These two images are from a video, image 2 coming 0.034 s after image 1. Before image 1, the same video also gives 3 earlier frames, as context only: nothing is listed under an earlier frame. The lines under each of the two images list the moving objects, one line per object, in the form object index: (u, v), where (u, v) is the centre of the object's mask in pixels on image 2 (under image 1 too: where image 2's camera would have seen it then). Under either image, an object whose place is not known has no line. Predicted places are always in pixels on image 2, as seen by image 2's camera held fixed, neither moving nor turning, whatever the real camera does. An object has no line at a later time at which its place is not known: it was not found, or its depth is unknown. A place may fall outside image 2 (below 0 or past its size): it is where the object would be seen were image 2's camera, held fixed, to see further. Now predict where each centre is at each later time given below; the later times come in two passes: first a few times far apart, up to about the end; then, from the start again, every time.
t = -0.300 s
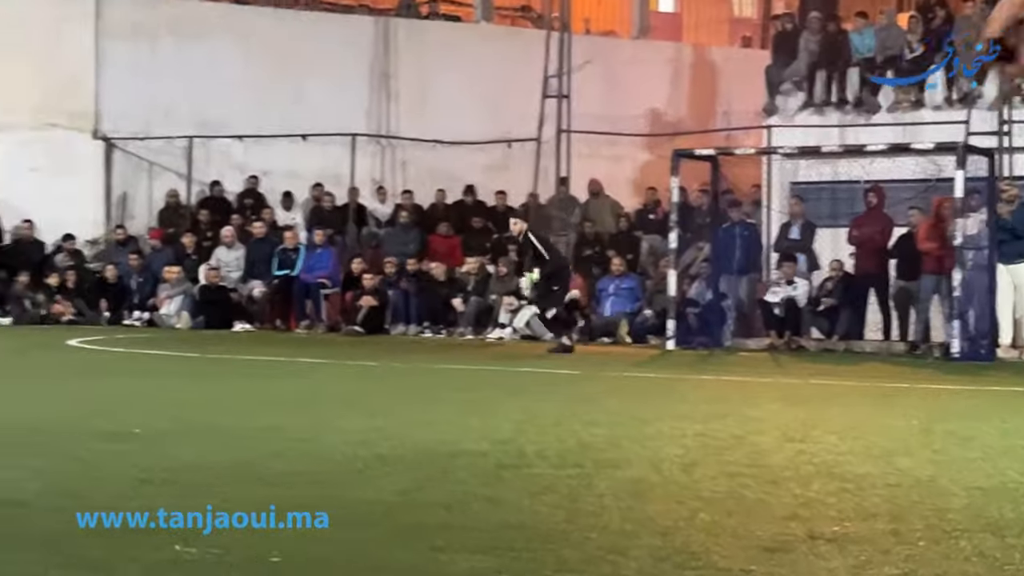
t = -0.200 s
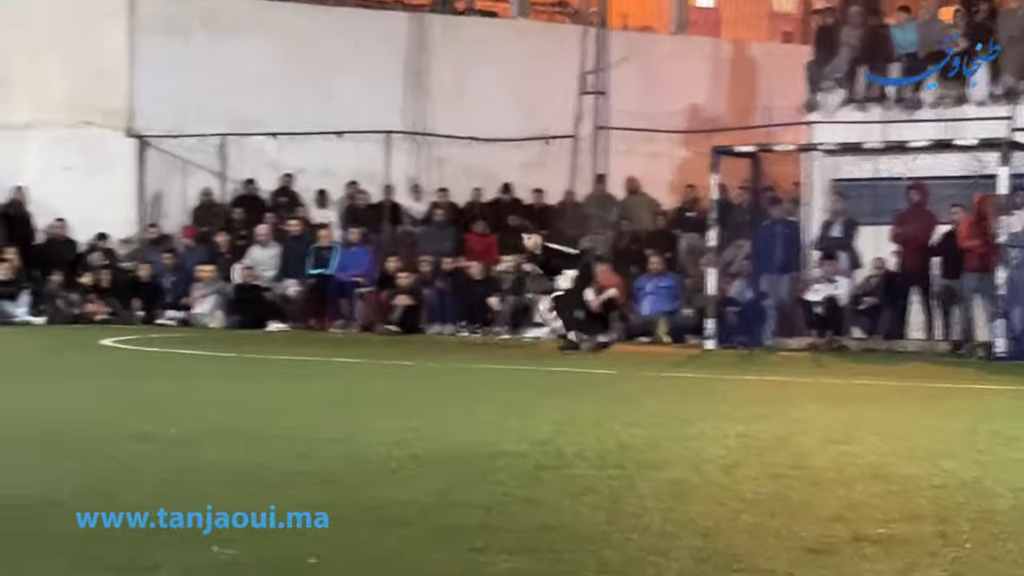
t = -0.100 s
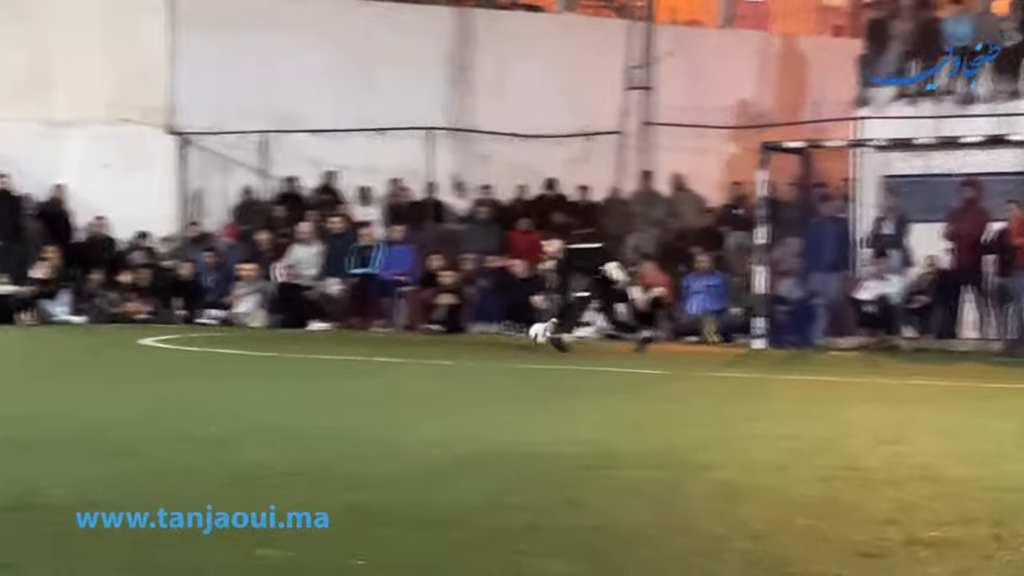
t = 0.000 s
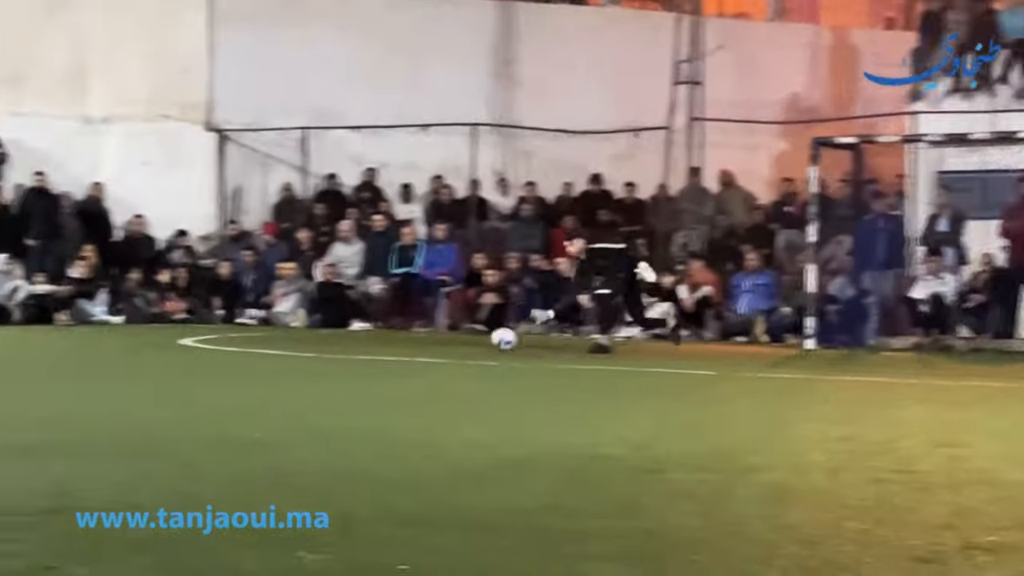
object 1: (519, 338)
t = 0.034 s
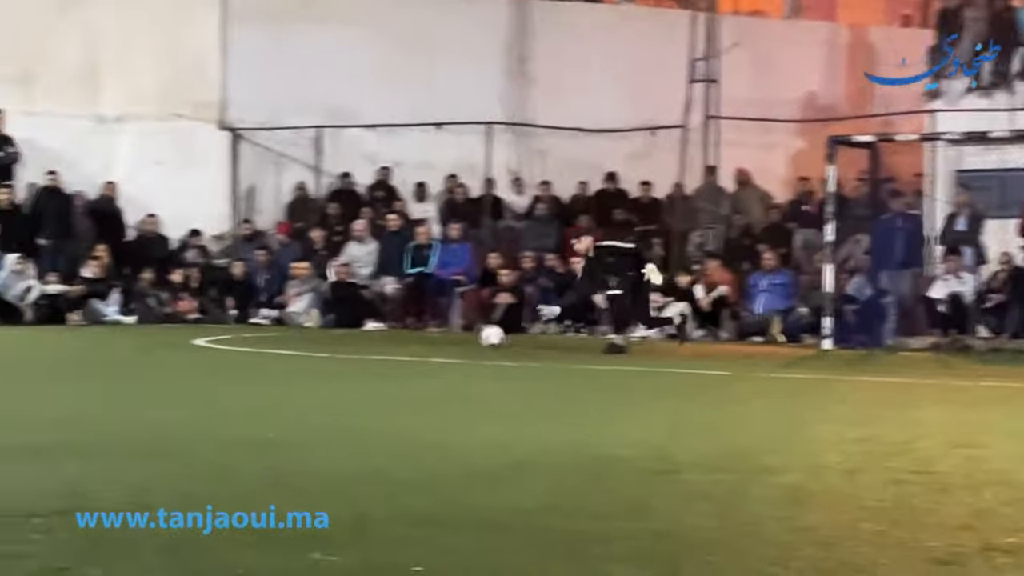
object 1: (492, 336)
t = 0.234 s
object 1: (340, 337)
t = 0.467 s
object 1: (185, 343)
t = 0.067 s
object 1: (468, 336)
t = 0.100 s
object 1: (441, 336)
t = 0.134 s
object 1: (413, 338)
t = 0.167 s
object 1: (390, 341)
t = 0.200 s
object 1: (365, 337)
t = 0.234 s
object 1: (340, 337)
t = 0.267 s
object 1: (318, 337)
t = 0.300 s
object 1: (293, 340)
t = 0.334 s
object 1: (268, 340)
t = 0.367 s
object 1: (248, 339)
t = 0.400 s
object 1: (228, 340)
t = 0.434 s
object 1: (206, 343)
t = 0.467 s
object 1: (185, 343)
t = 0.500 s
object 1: (165, 343)
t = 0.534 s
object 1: (142, 344)
